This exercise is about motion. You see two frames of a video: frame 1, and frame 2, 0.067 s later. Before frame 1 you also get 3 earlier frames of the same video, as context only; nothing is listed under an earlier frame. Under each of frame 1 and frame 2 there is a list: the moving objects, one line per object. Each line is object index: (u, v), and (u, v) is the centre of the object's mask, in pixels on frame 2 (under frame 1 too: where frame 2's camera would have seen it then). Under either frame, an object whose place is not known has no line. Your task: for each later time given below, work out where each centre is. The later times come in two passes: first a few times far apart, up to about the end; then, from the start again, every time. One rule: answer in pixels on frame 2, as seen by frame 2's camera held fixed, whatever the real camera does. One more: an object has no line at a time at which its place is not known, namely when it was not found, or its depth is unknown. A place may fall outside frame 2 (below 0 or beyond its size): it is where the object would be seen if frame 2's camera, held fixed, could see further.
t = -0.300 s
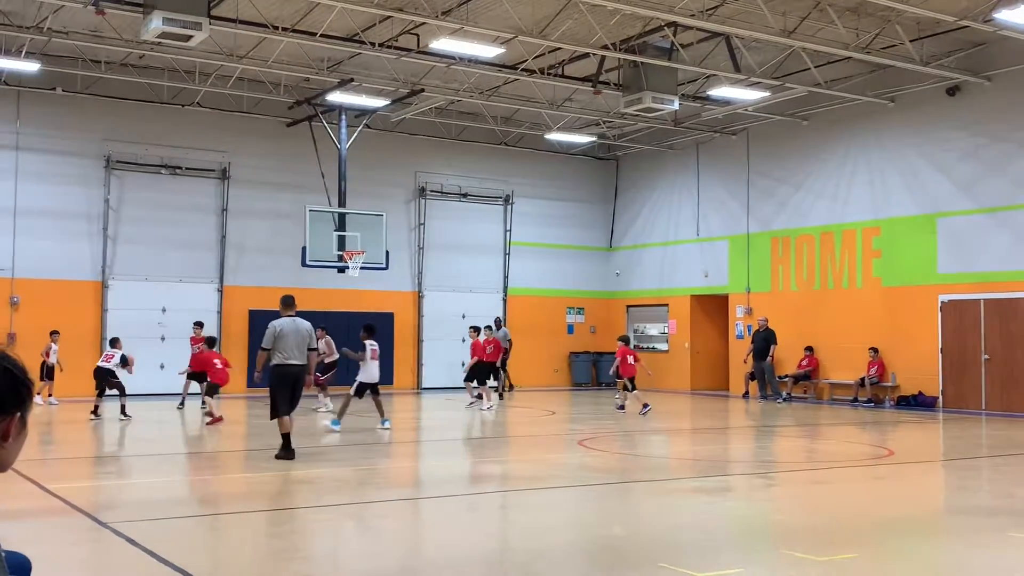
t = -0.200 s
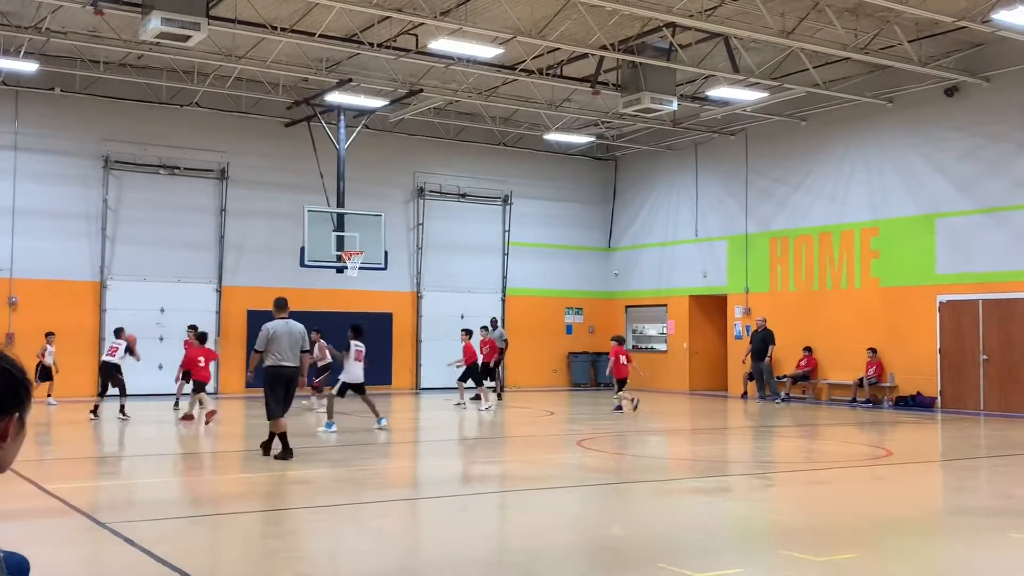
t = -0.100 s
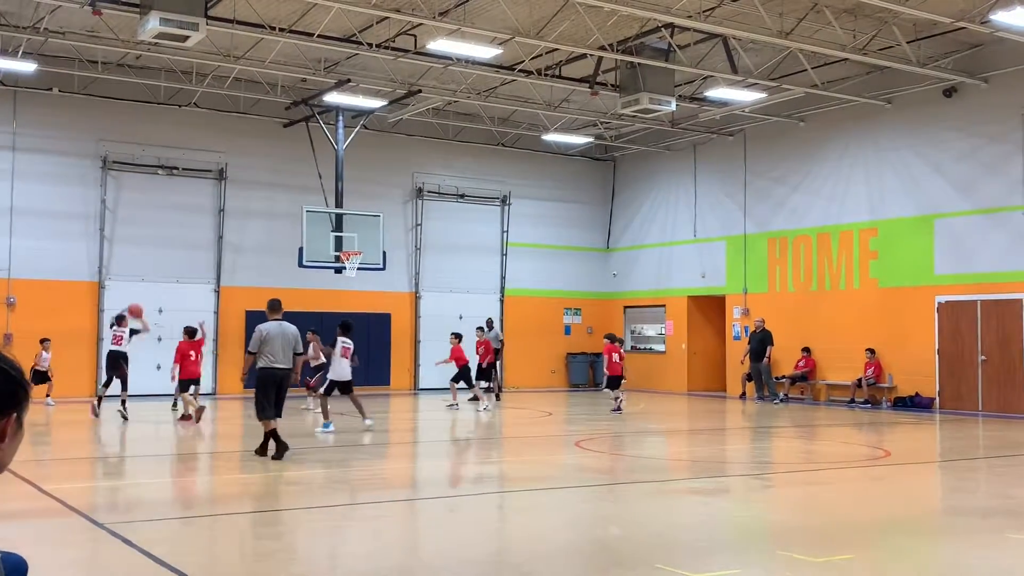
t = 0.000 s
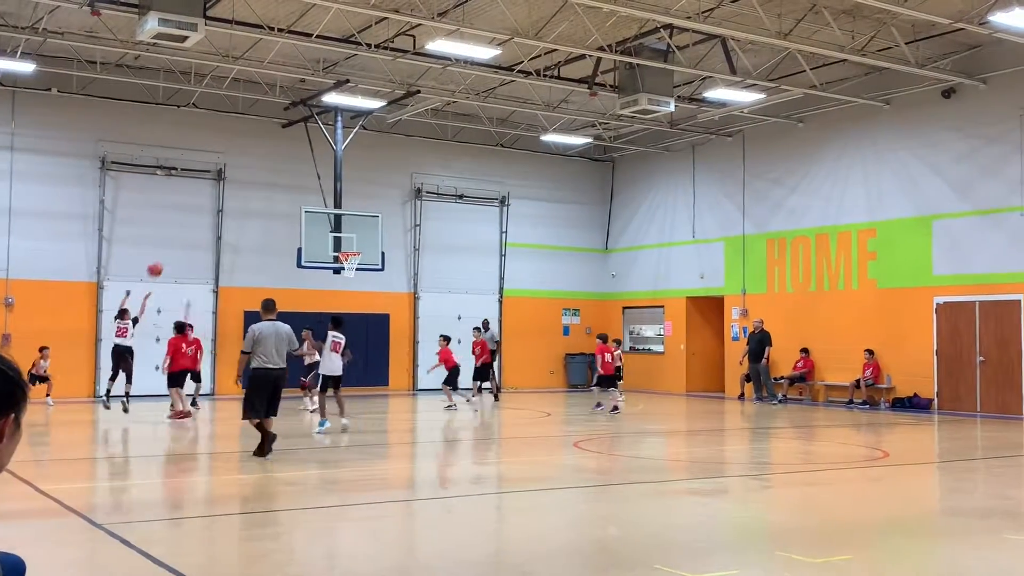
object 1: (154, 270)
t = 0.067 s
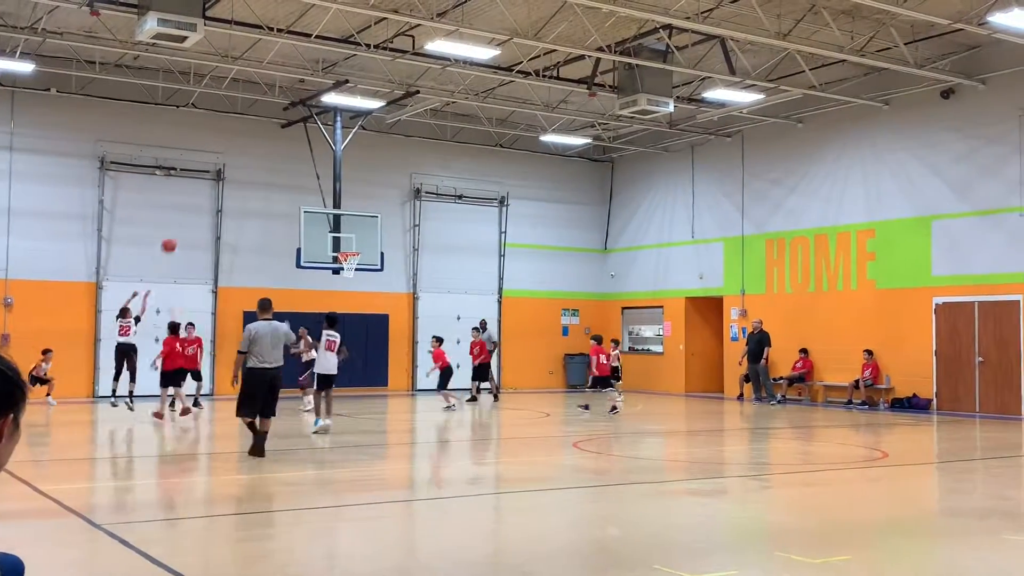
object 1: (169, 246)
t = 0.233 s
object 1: (203, 200)
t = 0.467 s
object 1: (247, 168)
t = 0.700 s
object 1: (285, 167)
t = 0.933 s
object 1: (319, 192)
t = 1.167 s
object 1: (349, 241)
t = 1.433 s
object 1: (357, 265)
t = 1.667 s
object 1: (361, 271)
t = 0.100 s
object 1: (176, 235)
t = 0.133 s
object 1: (183, 225)
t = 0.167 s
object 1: (190, 216)
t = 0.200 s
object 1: (196, 208)
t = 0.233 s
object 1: (203, 200)
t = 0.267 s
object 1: (209, 194)
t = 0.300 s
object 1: (217, 188)
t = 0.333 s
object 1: (223, 183)
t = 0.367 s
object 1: (229, 178)
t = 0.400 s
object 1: (235, 174)
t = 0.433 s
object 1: (240, 171)
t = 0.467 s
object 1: (247, 168)
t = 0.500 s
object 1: (252, 166)
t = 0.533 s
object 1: (258, 165)
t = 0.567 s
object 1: (263, 164)
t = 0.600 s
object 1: (269, 164)
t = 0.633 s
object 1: (274, 164)
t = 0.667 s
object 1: (280, 165)
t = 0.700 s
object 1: (285, 167)
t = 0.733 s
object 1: (290, 169)
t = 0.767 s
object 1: (295, 172)
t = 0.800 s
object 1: (300, 175)
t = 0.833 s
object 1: (304, 178)
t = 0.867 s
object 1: (310, 183)
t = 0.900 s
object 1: (314, 187)
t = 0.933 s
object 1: (319, 192)
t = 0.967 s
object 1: (323, 198)
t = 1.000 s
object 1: (328, 203)
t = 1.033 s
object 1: (332, 210)
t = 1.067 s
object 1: (337, 217)
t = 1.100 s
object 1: (341, 224)
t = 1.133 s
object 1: (345, 232)
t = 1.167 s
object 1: (349, 241)
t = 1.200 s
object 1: (354, 248)
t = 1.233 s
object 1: (353, 251)
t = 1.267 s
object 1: (350, 255)
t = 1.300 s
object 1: (344, 257)
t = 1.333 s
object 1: (348, 259)
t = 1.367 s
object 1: (353, 261)
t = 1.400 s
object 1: (354, 264)
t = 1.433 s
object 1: (357, 265)
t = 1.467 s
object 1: (359, 265)
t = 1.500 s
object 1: (360, 265)
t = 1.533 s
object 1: (361, 265)
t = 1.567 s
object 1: (361, 266)
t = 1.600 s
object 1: (361, 266)
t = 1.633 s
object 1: (360, 269)
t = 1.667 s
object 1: (361, 271)
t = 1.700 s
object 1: (361, 273)
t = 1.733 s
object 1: (361, 276)
